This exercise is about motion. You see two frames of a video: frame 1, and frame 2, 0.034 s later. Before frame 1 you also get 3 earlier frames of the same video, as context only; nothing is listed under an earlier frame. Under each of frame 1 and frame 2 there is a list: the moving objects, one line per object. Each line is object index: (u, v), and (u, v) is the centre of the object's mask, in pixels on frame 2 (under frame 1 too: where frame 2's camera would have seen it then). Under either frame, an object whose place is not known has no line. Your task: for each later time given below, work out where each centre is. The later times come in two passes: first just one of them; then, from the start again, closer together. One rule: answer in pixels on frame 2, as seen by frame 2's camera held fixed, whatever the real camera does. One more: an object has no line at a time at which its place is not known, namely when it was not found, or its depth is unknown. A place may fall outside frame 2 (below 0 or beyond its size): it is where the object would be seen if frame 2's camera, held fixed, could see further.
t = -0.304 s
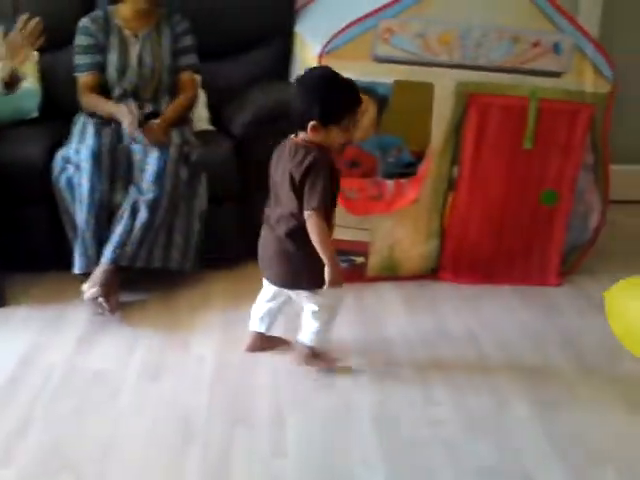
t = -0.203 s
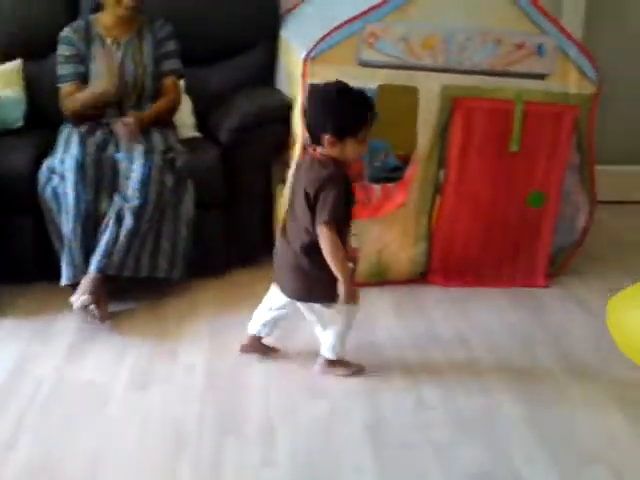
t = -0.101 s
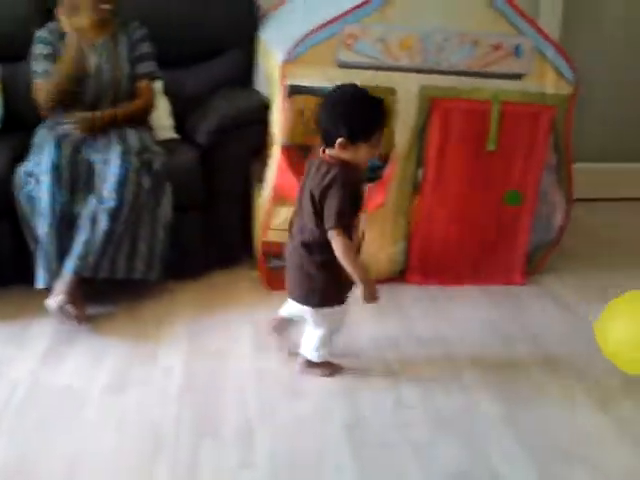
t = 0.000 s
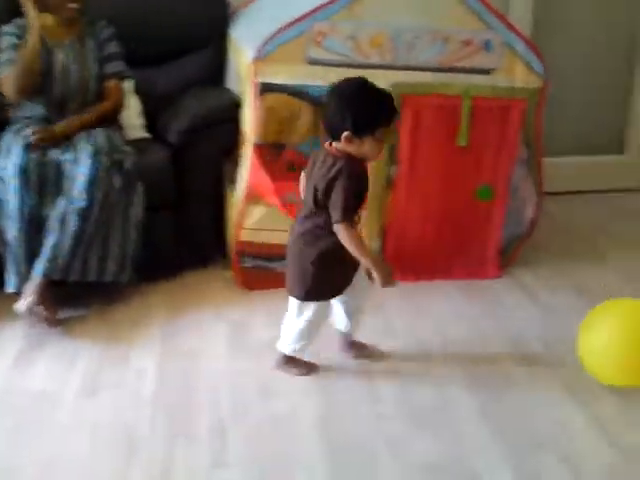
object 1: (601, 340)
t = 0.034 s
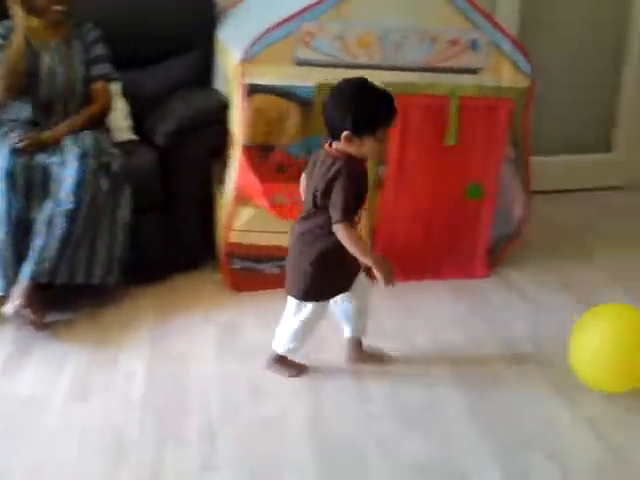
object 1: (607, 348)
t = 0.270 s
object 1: (623, 380)
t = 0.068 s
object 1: (612, 355)
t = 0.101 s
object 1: (616, 363)
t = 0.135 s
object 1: (618, 367)
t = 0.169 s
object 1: (620, 369)
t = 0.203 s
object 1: (621, 371)
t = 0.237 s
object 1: (622, 376)
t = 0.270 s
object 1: (623, 380)
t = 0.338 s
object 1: (625, 388)
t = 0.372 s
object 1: (624, 392)
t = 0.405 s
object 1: (626, 396)
